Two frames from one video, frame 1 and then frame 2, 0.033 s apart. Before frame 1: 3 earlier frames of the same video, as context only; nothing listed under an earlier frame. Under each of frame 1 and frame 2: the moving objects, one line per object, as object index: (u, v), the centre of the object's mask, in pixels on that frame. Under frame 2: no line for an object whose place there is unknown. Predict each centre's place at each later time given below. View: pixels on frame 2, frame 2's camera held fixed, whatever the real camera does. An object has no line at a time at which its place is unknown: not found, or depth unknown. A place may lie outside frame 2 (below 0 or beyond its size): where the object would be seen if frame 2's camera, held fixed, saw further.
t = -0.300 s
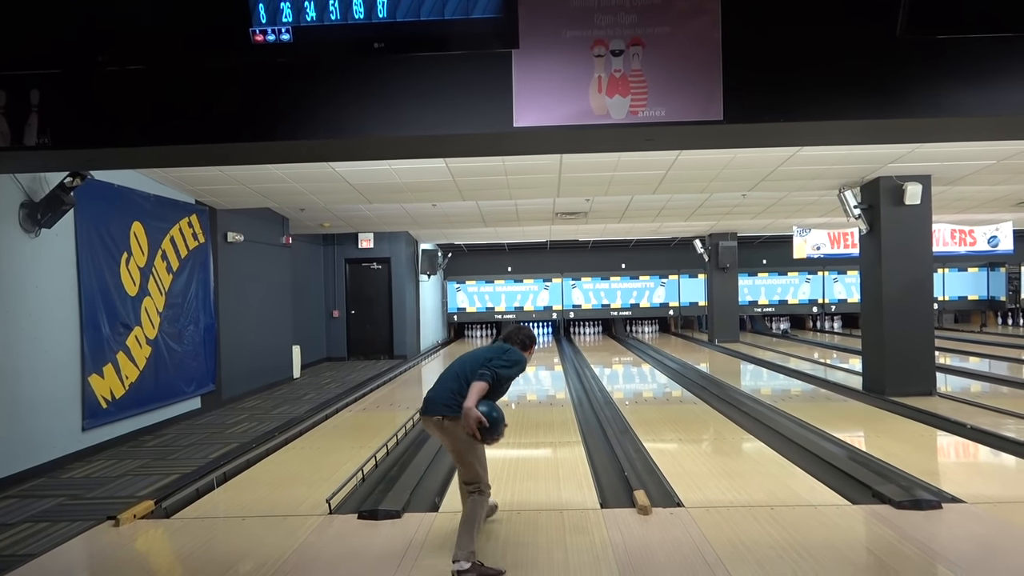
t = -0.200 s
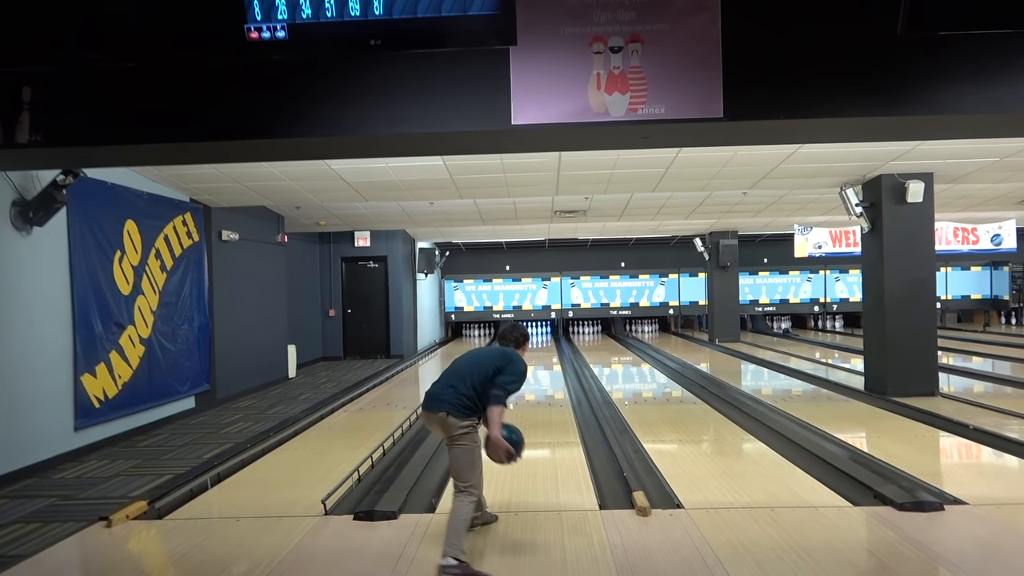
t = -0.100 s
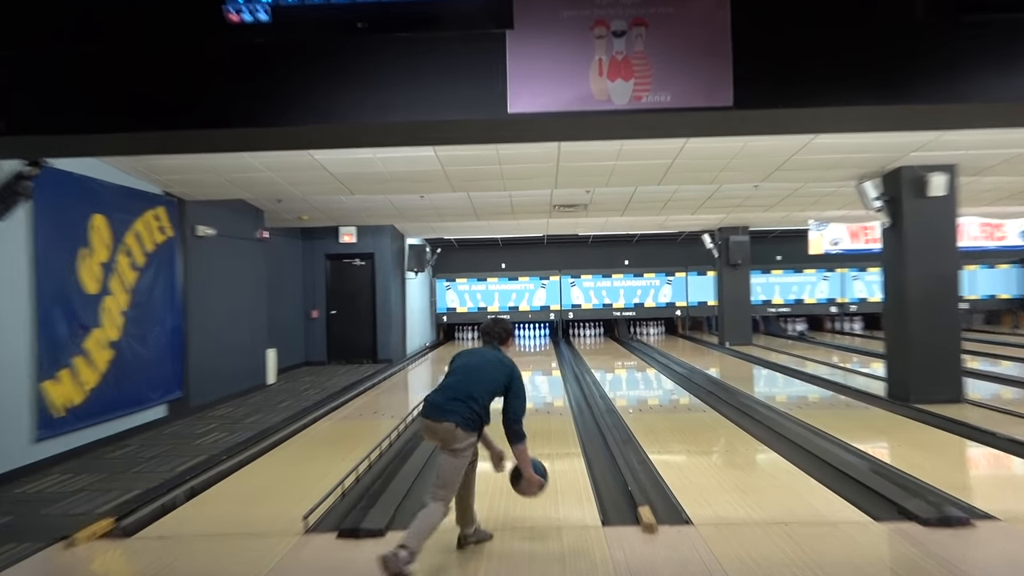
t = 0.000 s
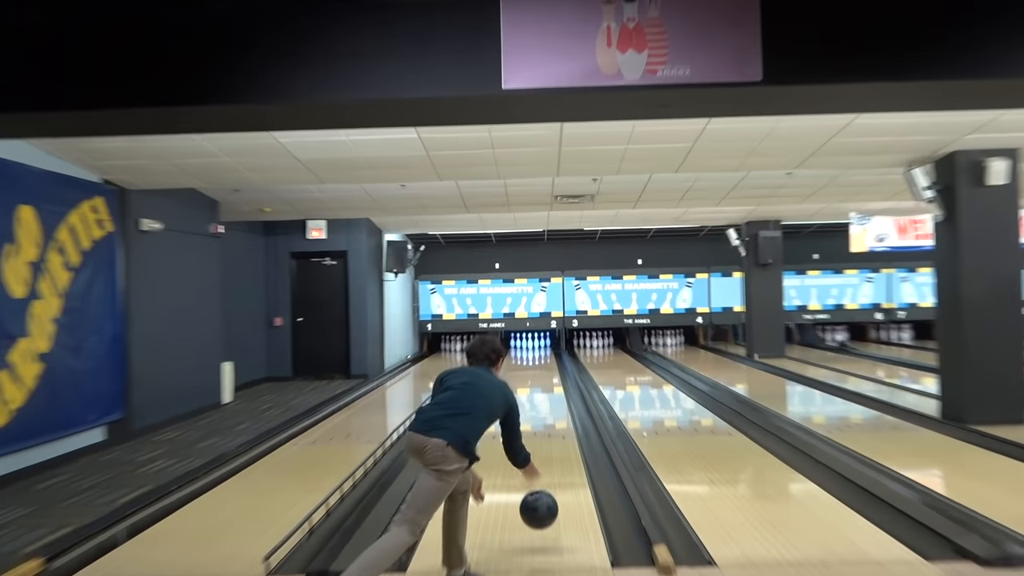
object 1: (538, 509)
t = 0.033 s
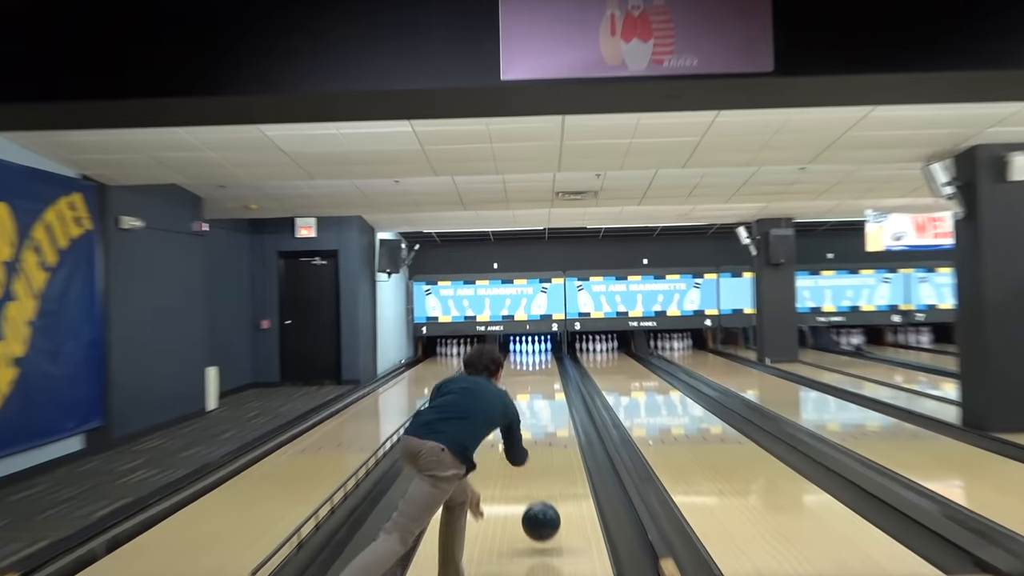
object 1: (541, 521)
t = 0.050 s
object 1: (542, 520)
